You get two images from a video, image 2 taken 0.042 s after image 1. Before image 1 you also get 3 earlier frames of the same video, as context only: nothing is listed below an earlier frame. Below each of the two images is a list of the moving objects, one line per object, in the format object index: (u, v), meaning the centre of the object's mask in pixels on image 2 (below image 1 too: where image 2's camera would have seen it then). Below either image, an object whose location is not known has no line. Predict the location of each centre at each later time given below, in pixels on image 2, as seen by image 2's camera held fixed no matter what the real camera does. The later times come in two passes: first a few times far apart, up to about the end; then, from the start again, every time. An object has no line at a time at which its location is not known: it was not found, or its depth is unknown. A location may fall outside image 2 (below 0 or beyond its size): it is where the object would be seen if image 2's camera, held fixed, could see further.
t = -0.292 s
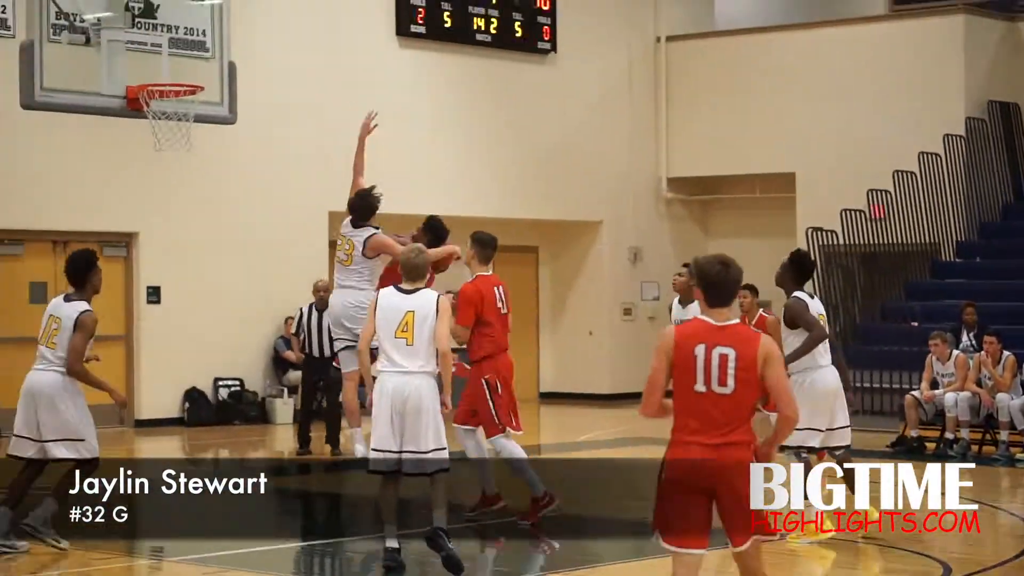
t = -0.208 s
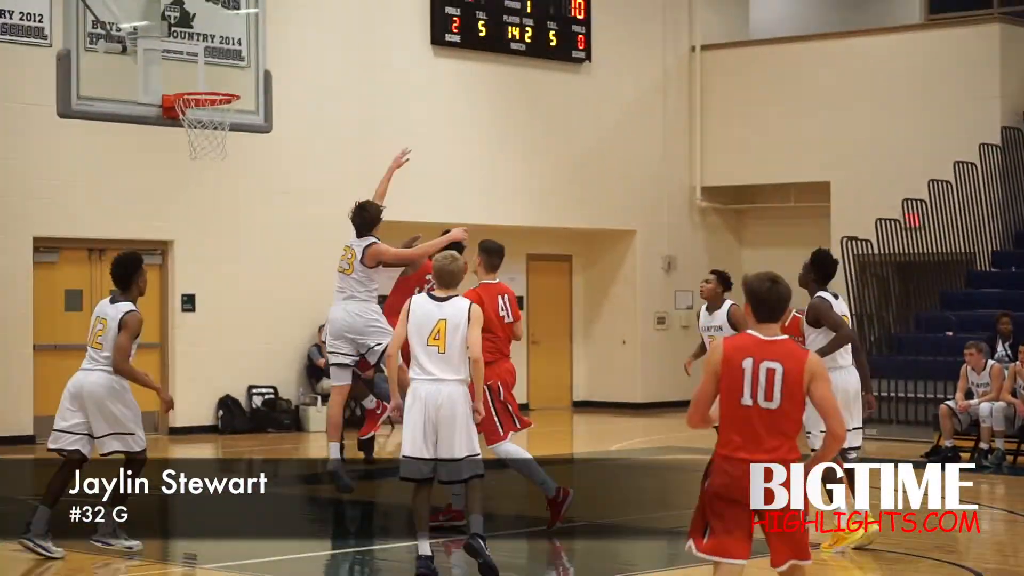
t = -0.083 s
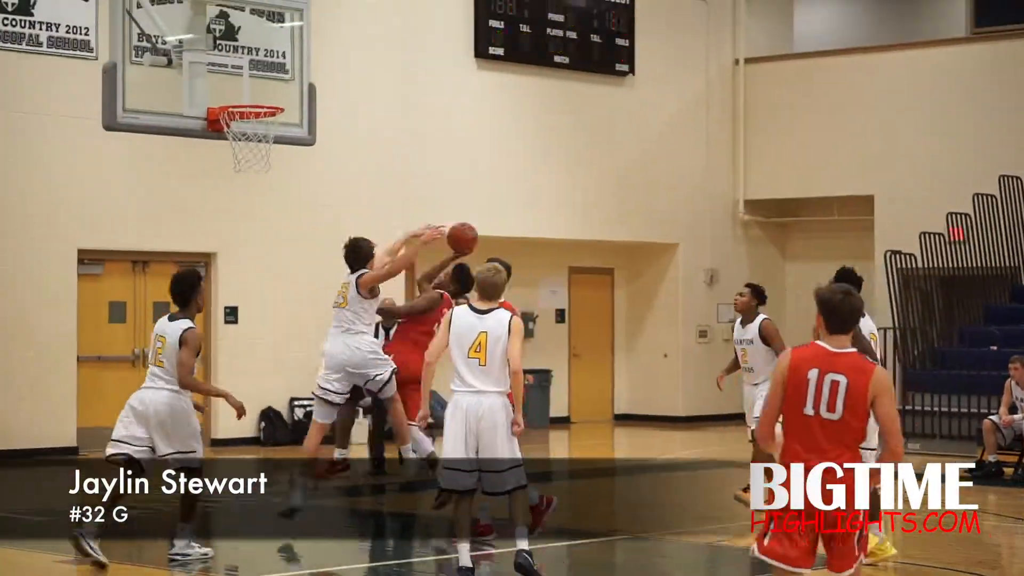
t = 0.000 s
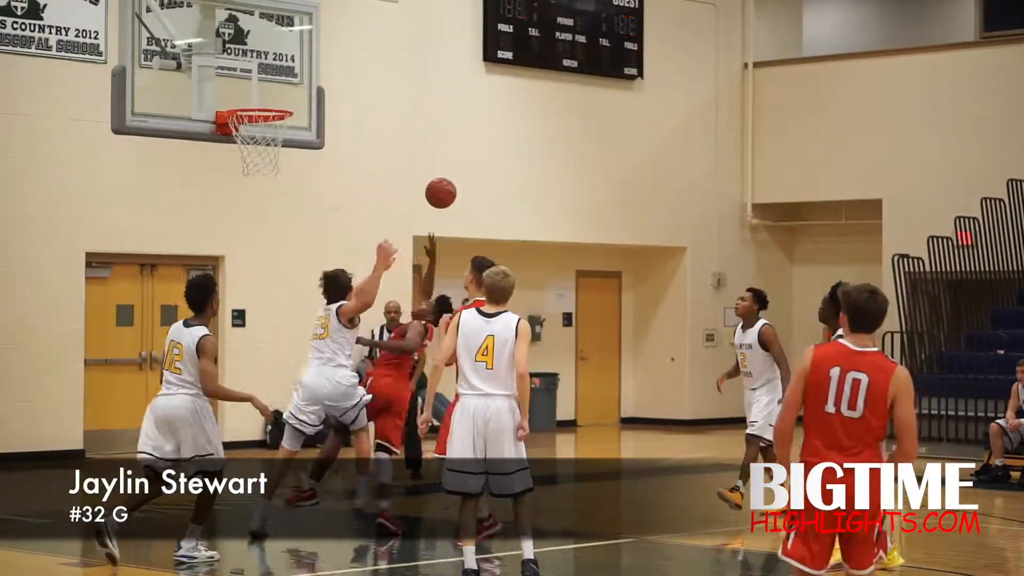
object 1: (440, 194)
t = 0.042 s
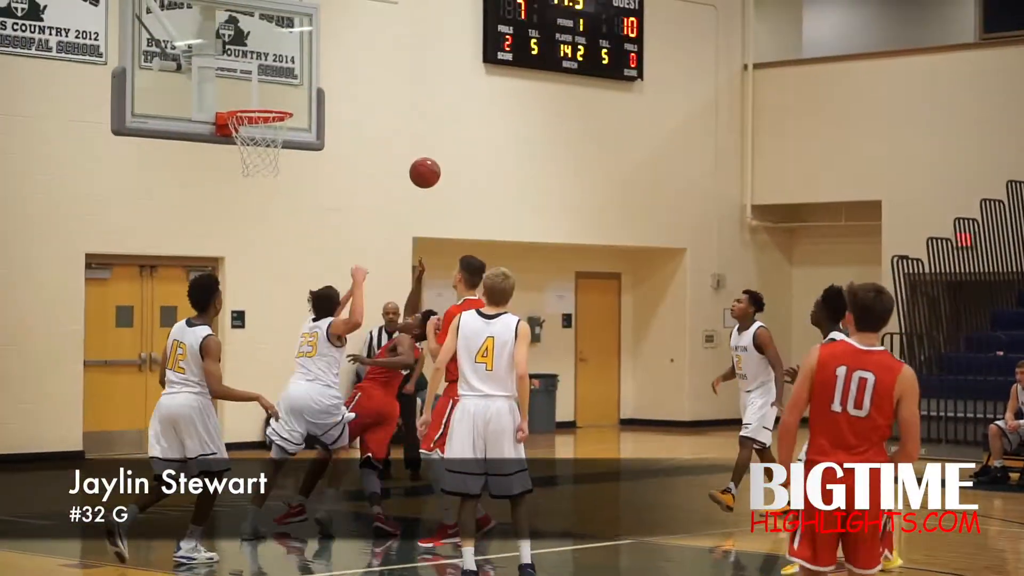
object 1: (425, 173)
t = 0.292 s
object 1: (329, 89)
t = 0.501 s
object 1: (286, 81)
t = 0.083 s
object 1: (409, 153)
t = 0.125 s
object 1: (393, 136)
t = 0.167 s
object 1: (377, 121)
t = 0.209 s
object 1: (361, 108)
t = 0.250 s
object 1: (345, 97)
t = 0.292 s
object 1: (329, 89)
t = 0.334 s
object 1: (313, 83)
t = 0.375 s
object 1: (297, 79)
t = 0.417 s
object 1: (289, 78)
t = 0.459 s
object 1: (288, 78)
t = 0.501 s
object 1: (286, 81)
